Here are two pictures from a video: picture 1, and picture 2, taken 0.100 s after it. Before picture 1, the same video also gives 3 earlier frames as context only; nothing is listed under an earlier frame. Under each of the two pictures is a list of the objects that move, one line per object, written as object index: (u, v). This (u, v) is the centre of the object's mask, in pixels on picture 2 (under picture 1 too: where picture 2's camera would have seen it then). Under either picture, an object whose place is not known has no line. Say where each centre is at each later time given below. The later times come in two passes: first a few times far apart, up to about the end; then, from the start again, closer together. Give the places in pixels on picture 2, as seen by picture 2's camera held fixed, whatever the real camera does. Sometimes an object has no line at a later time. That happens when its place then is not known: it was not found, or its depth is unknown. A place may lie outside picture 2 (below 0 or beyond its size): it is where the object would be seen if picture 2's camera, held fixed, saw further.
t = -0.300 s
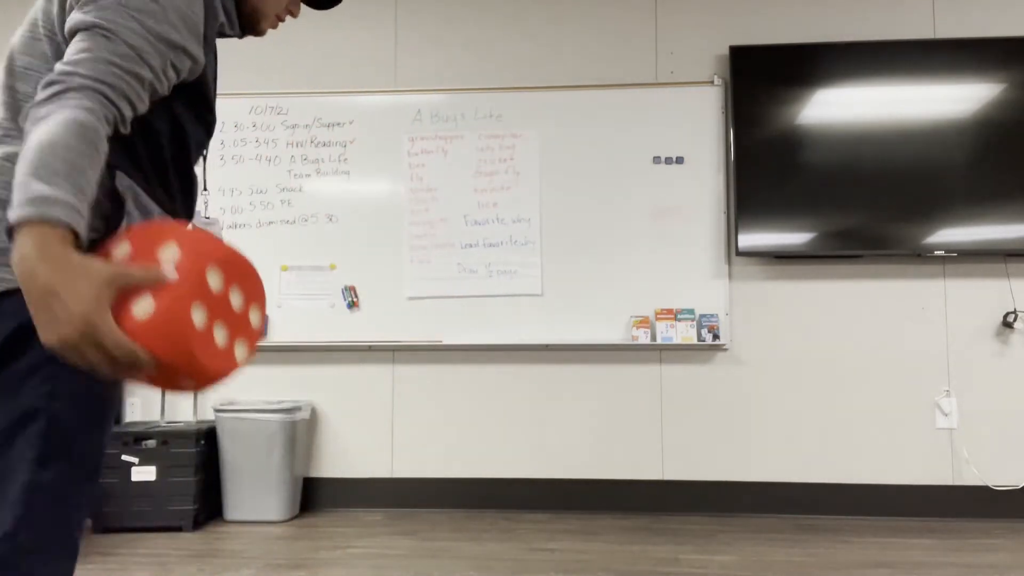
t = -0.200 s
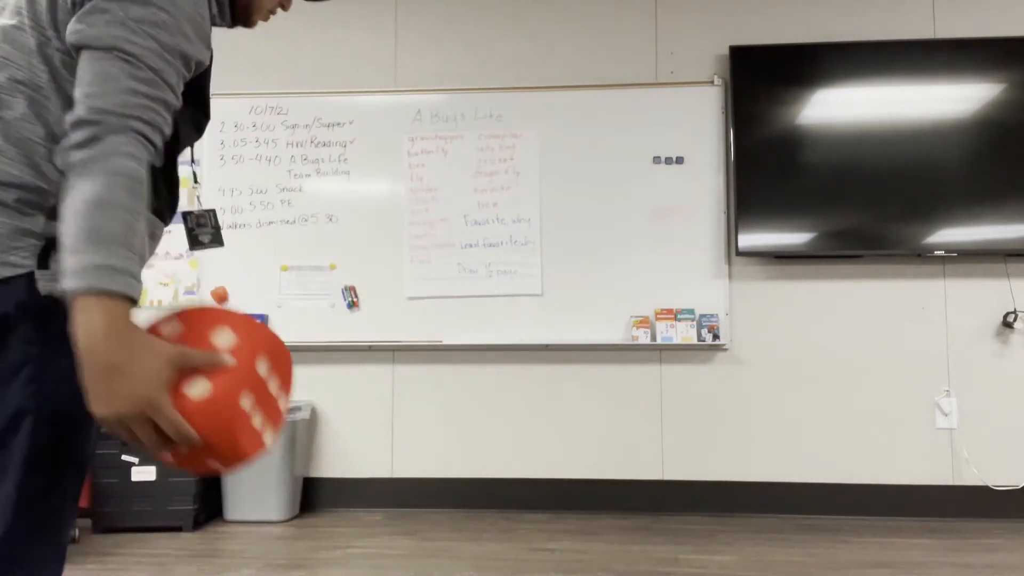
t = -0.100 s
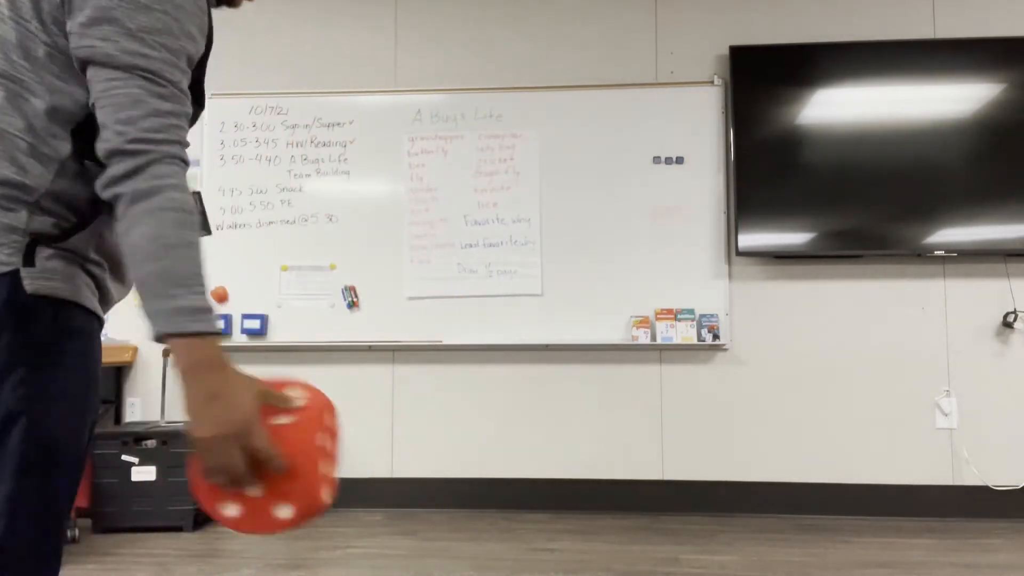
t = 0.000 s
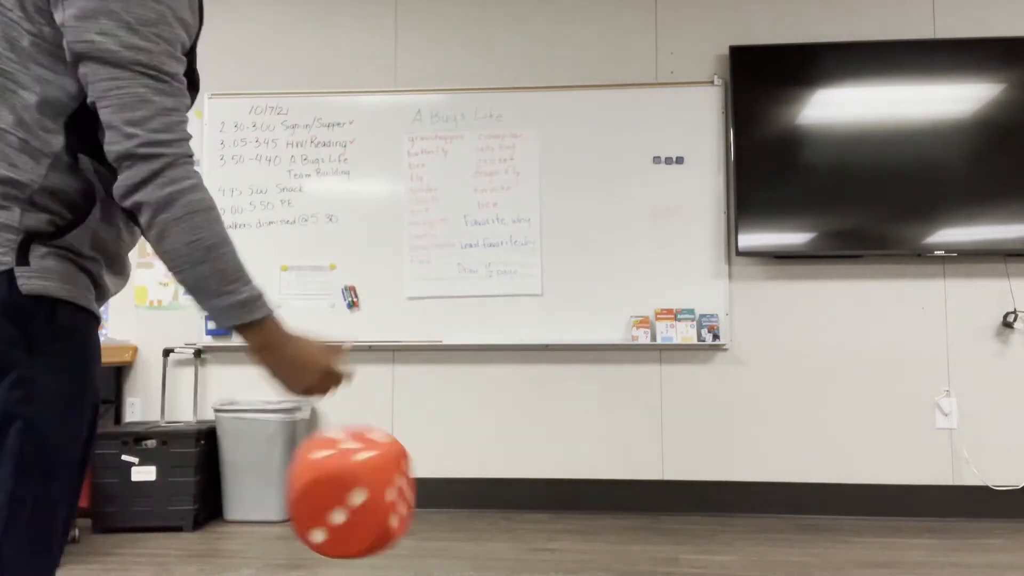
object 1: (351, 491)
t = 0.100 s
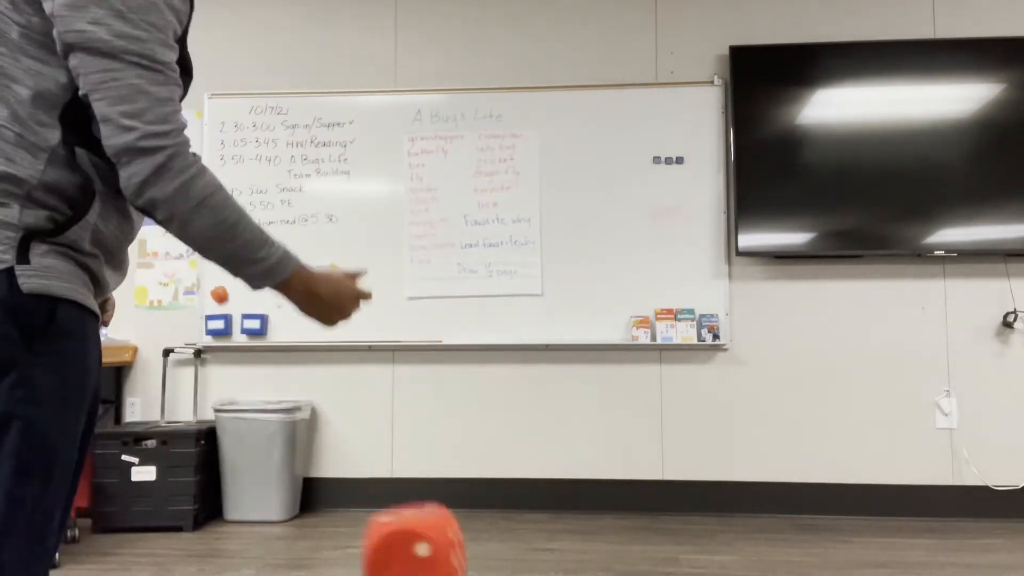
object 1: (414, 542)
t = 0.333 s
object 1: (498, 550)
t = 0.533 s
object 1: (537, 546)
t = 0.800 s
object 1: (568, 549)
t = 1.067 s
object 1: (572, 534)
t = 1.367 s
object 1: (601, 521)
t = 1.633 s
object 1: (618, 510)
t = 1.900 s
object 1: (626, 504)
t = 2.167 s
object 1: (640, 498)
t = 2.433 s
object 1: (655, 497)
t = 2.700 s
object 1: (659, 503)
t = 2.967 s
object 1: (655, 503)
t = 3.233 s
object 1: (661, 502)
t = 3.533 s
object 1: (657, 504)
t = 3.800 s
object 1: (657, 505)
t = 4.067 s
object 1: (657, 505)
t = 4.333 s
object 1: (657, 505)
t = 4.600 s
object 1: (657, 505)
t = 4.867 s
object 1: (657, 505)
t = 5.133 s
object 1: (657, 505)
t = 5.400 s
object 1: (657, 505)
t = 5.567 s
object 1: (657, 505)
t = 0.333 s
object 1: (498, 550)
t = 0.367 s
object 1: (504, 546)
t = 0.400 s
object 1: (512, 541)
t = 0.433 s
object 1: (519, 539)
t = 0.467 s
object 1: (525, 541)
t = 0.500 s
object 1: (531, 543)
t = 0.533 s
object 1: (537, 546)
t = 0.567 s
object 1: (545, 555)
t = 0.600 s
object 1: (551, 560)
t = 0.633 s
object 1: (557, 559)
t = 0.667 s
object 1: (558, 557)
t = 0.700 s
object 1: (561, 552)
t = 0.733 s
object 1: (565, 552)
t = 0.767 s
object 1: (567, 553)
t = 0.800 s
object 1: (568, 549)
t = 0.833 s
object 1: (566, 543)
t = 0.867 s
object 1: (566, 537)
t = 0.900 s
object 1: (565, 533)
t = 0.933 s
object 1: (564, 534)
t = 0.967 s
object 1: (565, 537)
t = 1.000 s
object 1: (564, 543)
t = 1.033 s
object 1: (567, 541)
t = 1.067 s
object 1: (572, 534)
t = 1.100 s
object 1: (576, 532)
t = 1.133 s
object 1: (580, 532)
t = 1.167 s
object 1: (584, 530)
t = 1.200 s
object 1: (588, 530)
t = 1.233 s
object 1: (591, 528)
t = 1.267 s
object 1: (594, 527)
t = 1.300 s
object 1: (597, 524)
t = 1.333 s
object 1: (599, 522)
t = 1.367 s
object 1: (601, 521)
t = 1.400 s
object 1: (603, 520)
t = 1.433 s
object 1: (606, 517)
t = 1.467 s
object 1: (609, 516)
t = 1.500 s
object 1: (611, 515)
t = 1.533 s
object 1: (613, 514)
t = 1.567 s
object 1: (615, 513)
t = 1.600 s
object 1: (617, 512)
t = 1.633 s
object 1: (618, 510)
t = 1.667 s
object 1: (619, 508)
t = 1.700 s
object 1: (619, 507)
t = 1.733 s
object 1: (620, 506)
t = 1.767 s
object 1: (620, 506)
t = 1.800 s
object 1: (621, 506)
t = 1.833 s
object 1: (622, 507)
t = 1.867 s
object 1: (624, 506)
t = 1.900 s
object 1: (626, 504)
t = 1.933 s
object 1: (629, 501)
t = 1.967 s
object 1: (630, 500)
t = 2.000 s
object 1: (632, 499)
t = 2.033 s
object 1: (634, 499)
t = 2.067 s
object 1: (635, 499)
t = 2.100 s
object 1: (637, 498)
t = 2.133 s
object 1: (638, 498)
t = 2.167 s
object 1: (640, 498)
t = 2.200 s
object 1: (641, 497)
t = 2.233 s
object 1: (643, 497)
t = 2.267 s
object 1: (646, 497)
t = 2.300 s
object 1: (648, 496)
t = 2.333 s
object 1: (650, 496)
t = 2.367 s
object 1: (651, 496)
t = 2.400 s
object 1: (653, 497)
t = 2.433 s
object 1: (655, 497)
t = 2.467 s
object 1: (656, 498)
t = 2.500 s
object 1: (658, 500)
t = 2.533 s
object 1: (660, 502)
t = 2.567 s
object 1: (662, 504)
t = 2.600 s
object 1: (662, 504)
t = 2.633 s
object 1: (661, 504)
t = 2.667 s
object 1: (660, 503)
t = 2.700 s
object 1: (659, 503)
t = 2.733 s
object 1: (658, 503)
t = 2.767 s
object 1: (658, 502)
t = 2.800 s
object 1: (657, 502)
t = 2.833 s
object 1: (656, 502)
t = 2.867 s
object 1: (656, 502)
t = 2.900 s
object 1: (655, 502)
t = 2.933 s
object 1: (655, 503)
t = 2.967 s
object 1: (655, 503)
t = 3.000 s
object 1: (656, 504)
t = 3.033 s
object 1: (657, 504)
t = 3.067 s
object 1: (659, 503)
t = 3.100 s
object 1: (660, 502)
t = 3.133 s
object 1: (661, 502)
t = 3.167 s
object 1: (662, 502)
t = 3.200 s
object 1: (661, 502)
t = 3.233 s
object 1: (661, 502)
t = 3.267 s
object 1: (659, 503)
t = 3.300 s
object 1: (658, 505)
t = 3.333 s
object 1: (656, 504)
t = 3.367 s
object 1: (654, 503)
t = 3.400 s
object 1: (654, 503)
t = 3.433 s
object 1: (654, 503)
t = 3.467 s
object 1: (655, 504)
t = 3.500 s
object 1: (656, 505)
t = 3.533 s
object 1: (657, 504)
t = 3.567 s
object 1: (658, 504)
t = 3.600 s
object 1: (658, 505)
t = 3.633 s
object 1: (657, 505)
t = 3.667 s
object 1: (657, 505)
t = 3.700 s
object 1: (657, 505)
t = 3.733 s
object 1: (657, 505)
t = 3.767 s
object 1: (657, 505)
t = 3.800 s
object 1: (657, 505)
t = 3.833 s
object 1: (657, 505)
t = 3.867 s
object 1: (657, 505)
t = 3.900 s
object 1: (657, 505)
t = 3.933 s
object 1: (657, 505)
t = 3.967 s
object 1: (657, 505)
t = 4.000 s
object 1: (657, 505)
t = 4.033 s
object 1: (657, 505)
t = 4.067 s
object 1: (657, 505)
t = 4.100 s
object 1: (657, 505)
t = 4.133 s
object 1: (657, 505)
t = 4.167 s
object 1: (657, 505)
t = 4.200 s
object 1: (657, 505)
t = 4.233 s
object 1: (657, 505)
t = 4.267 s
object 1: (657, 505)
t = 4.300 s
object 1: (657, 505)
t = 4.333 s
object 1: (657, 505)
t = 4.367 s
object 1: (657, 505)
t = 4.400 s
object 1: (657, 505)
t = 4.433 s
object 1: (657, 505)
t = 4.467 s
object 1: (657, 505)
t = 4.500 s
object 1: (657, 505)
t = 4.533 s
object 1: (657, 505)
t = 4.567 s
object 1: (657, 505)
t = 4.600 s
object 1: (657, 505)
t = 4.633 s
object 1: (657, 505)
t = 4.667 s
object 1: (657, 505)
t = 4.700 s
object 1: (657, 505)
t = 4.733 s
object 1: (657, 505)
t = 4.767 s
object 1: (657, 505)
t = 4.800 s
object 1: (657, 505)
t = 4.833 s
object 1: (657, 505)
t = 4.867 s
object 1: (657, 505)
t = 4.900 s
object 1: (657, 505)
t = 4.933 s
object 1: (657, 505)
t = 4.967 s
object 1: (657, 505)
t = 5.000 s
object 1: (657, 505)
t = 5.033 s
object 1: (657, 505)
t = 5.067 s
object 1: (657, 505)
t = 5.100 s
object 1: (657, 505)
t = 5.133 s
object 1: (657, 505)
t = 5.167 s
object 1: (657, 505)
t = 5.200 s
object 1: (657, 505)
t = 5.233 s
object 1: (657, 505)
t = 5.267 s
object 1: (657, 505)
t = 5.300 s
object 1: (657, 505)
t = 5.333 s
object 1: (657, 505)
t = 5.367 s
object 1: (657, 505)
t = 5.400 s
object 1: (657, 505)
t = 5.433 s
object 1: (657, 505)
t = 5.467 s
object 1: (657, 505)
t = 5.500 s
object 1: (657, 505)
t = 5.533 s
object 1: (657, 505)
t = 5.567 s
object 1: (657, 505)
